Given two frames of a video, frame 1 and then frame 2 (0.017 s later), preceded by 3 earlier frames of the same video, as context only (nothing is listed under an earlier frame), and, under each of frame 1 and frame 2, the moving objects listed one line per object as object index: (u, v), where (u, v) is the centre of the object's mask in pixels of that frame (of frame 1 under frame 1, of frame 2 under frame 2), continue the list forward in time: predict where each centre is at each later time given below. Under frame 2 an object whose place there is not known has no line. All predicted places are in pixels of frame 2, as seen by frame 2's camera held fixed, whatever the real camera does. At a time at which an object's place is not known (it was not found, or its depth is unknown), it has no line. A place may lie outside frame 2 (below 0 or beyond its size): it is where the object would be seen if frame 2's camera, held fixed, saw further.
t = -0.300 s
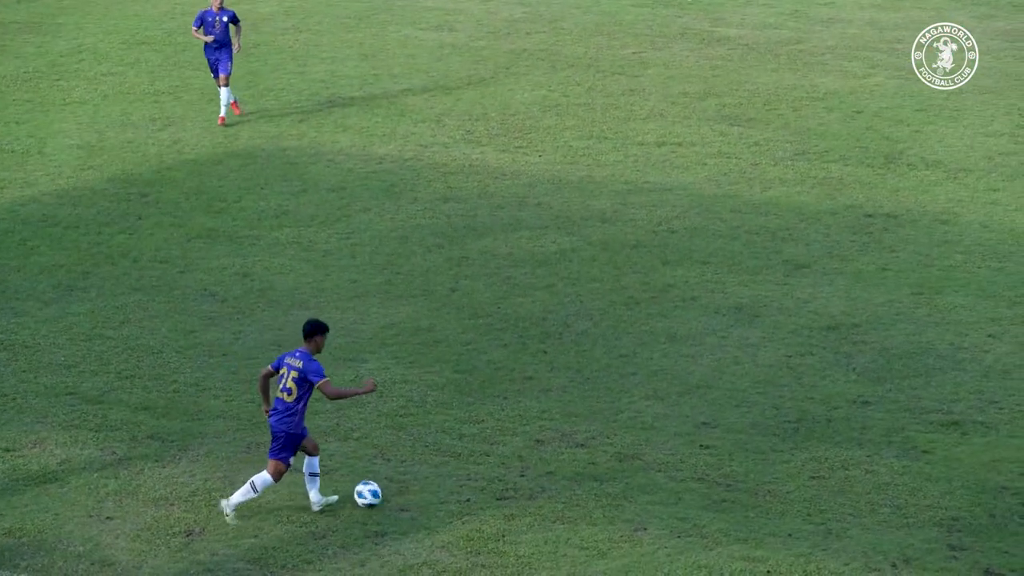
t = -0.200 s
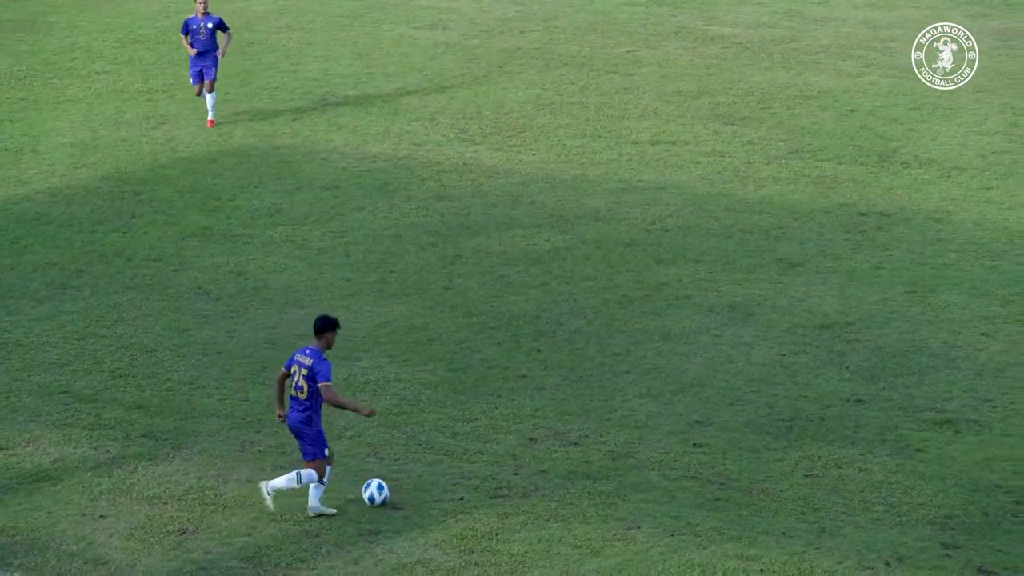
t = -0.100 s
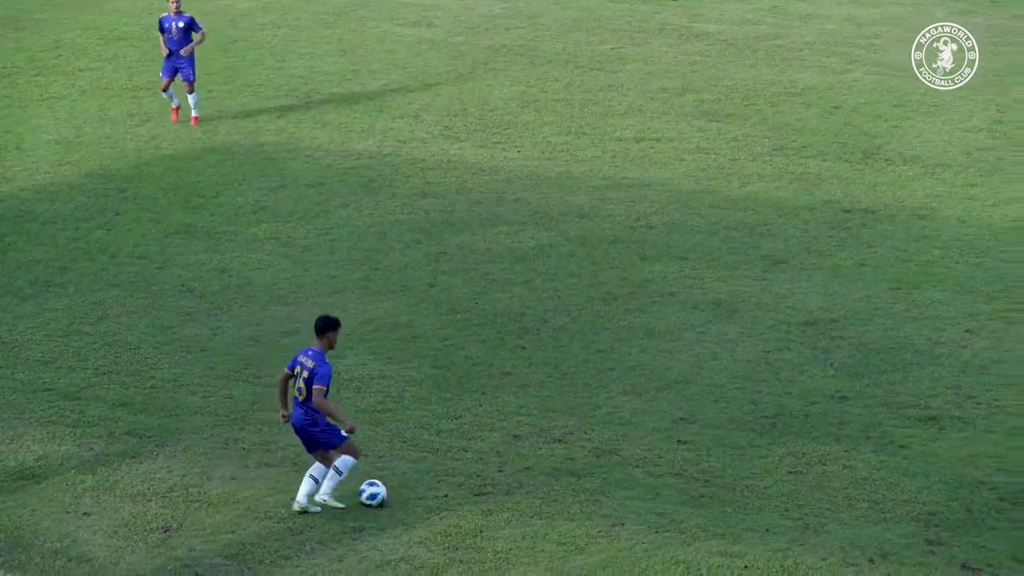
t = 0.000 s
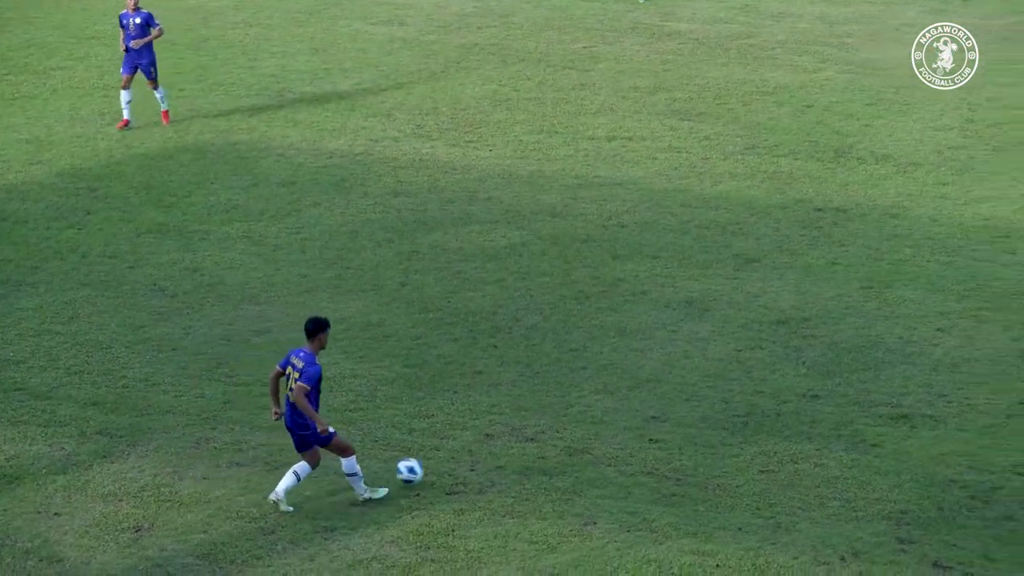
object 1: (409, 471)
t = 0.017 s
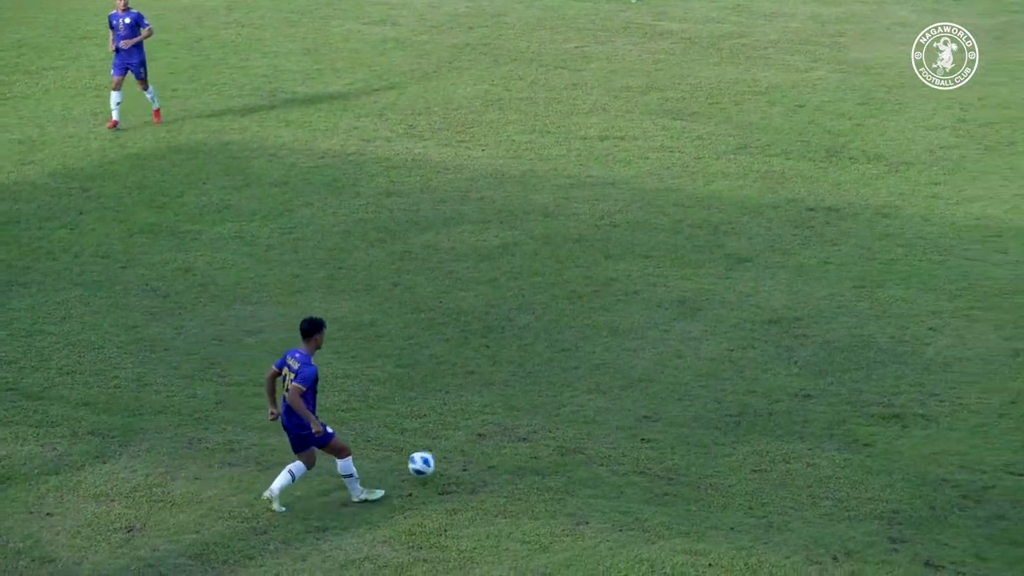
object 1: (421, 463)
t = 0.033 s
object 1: (432, 460)
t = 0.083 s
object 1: (483, 445)
